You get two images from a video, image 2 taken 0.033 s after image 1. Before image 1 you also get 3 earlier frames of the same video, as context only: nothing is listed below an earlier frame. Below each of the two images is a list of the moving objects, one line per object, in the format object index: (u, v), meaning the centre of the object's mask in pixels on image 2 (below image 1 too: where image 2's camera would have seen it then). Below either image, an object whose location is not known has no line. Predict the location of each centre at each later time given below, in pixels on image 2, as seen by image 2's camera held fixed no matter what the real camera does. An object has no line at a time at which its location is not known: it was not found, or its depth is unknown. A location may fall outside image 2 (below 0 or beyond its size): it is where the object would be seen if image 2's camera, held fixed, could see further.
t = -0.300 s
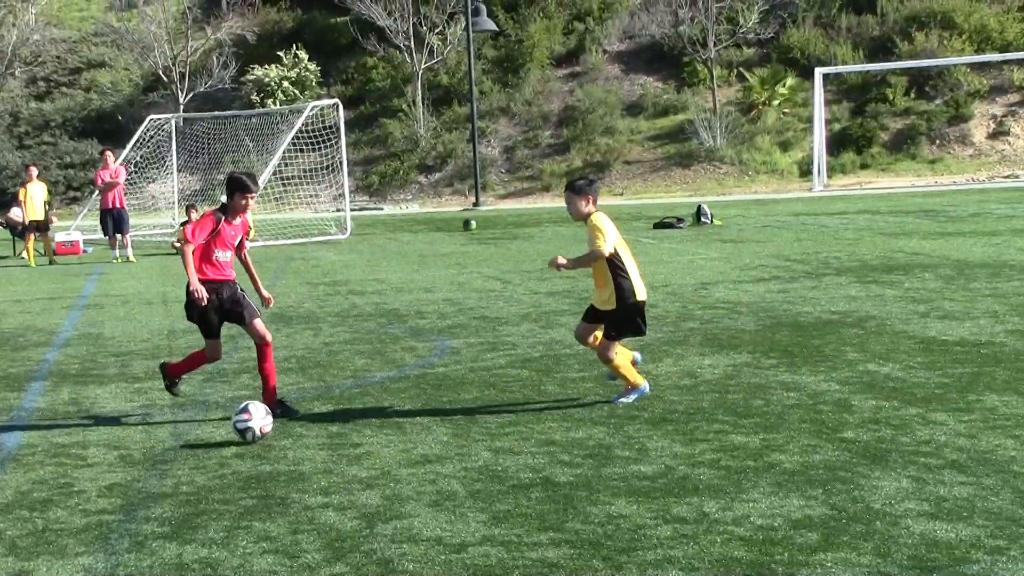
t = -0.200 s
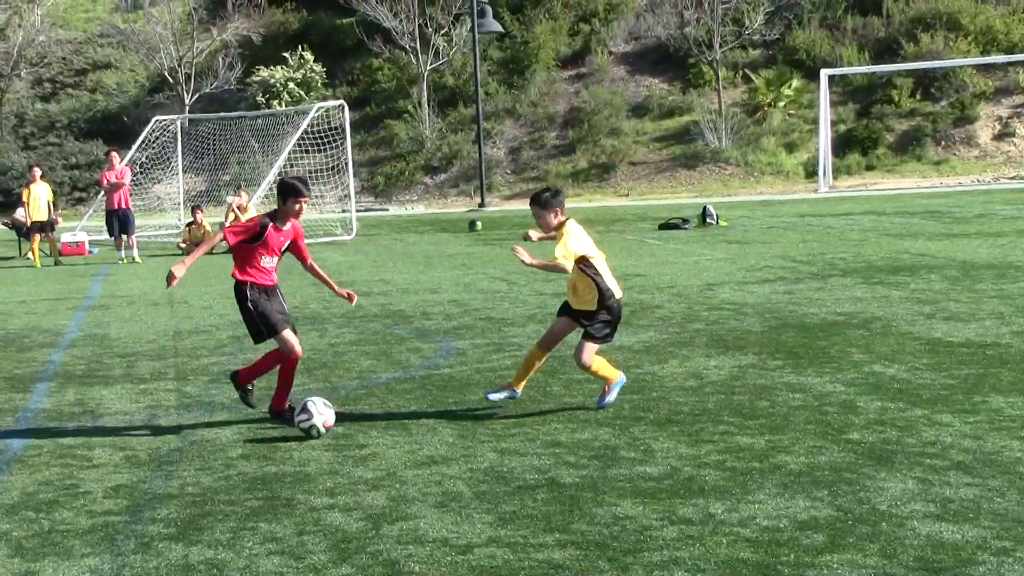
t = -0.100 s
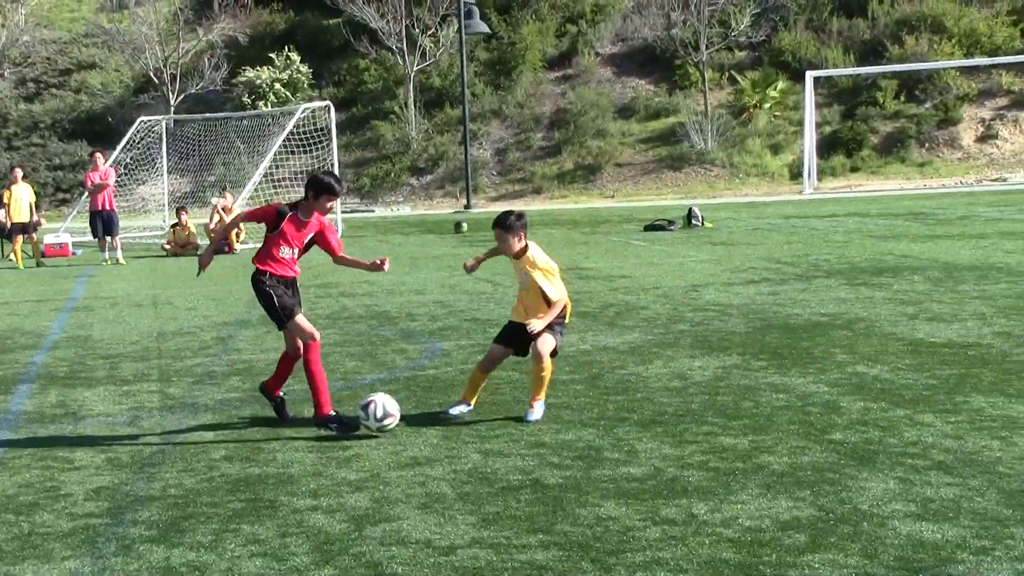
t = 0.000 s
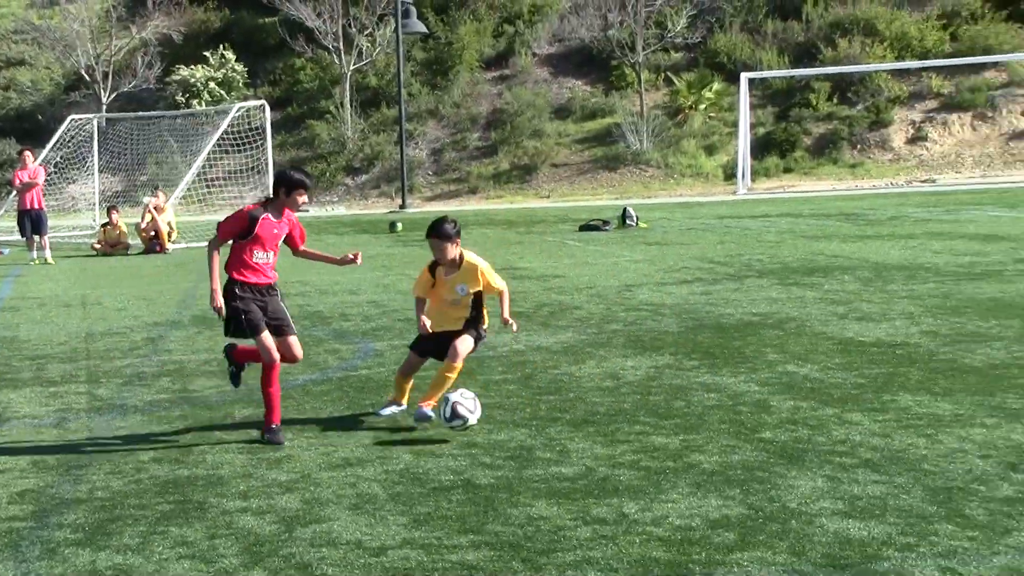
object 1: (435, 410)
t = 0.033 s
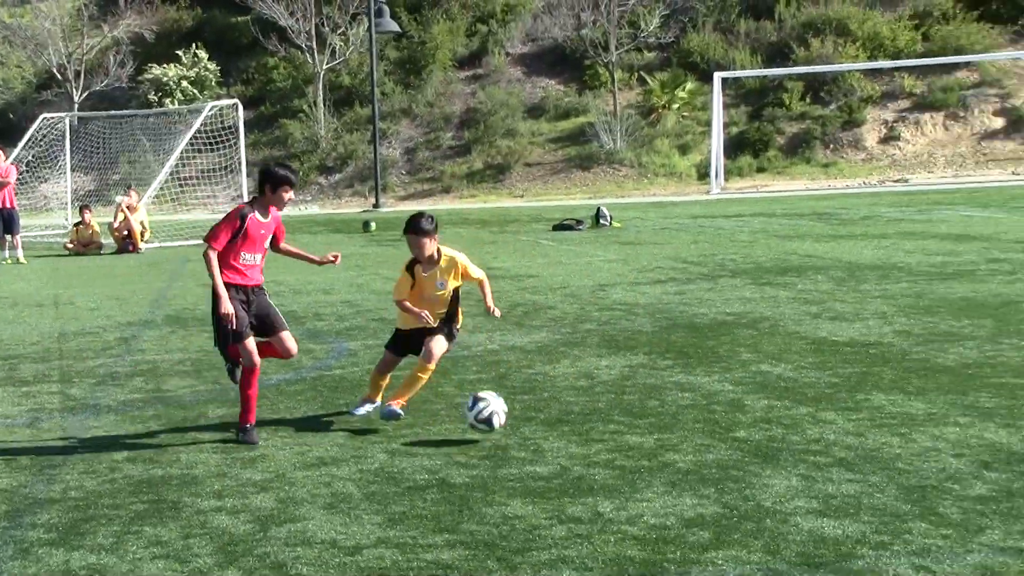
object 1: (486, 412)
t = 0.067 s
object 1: (539, 417)
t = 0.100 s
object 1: (592, 423)
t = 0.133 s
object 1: (640, 421)
